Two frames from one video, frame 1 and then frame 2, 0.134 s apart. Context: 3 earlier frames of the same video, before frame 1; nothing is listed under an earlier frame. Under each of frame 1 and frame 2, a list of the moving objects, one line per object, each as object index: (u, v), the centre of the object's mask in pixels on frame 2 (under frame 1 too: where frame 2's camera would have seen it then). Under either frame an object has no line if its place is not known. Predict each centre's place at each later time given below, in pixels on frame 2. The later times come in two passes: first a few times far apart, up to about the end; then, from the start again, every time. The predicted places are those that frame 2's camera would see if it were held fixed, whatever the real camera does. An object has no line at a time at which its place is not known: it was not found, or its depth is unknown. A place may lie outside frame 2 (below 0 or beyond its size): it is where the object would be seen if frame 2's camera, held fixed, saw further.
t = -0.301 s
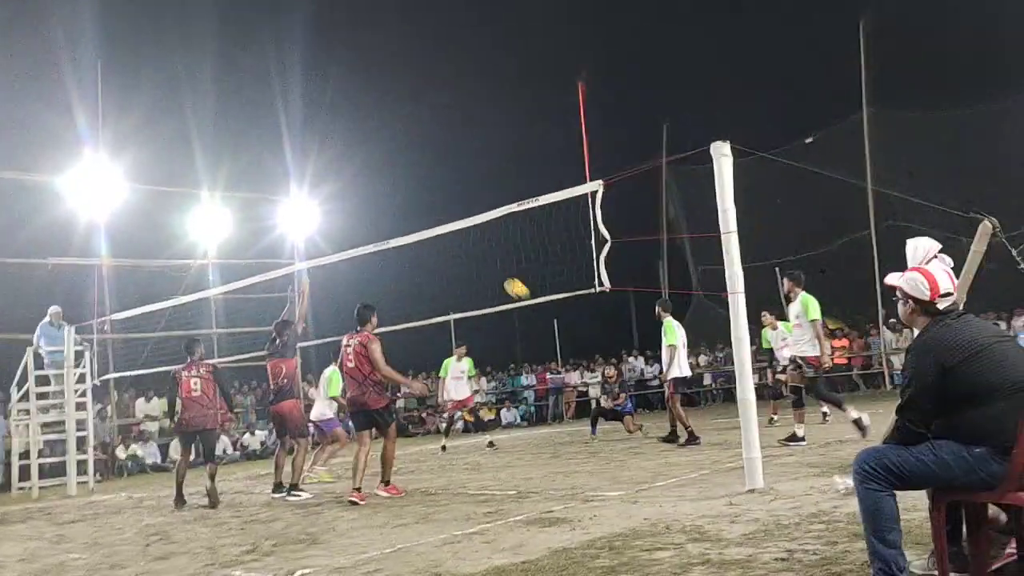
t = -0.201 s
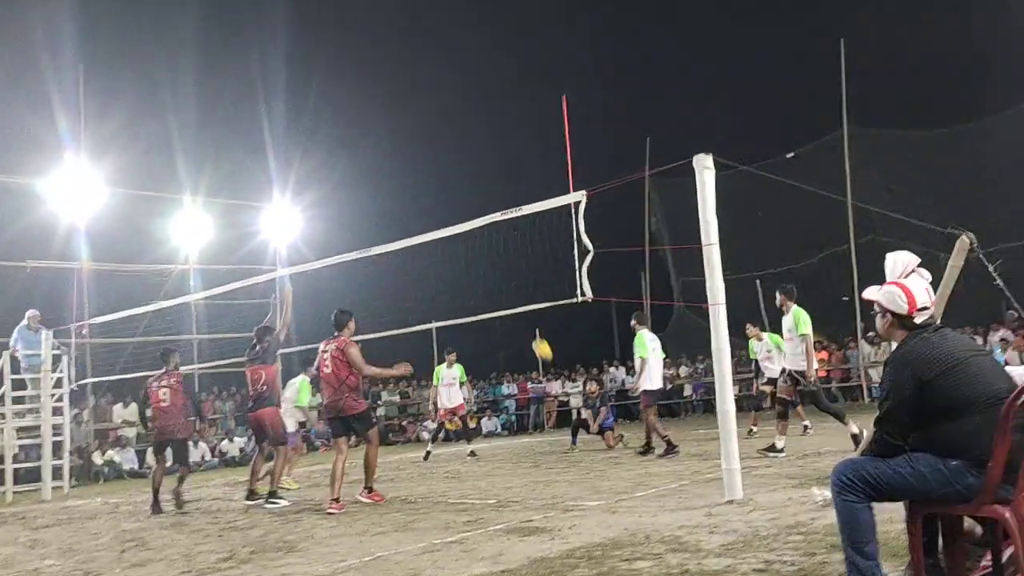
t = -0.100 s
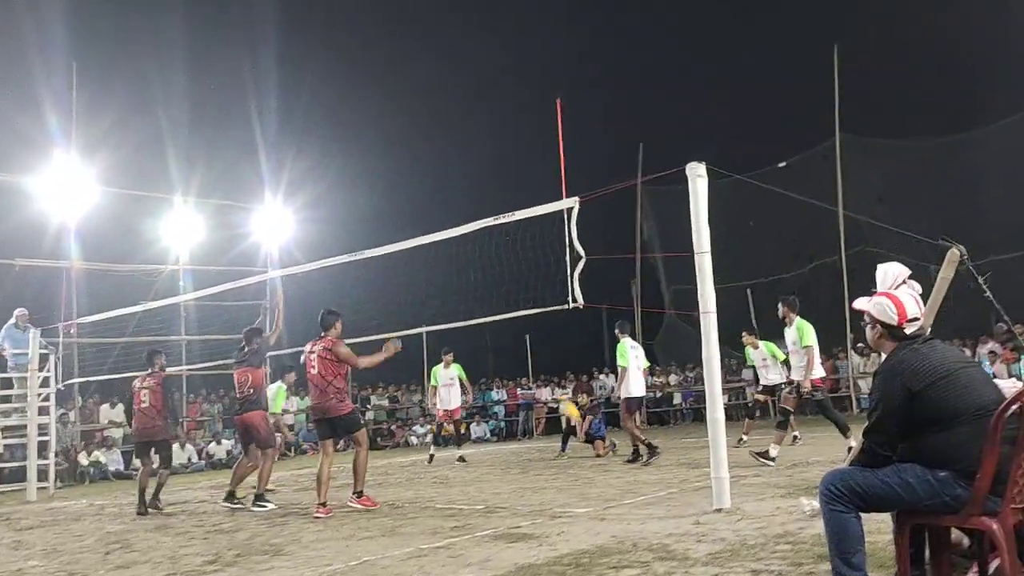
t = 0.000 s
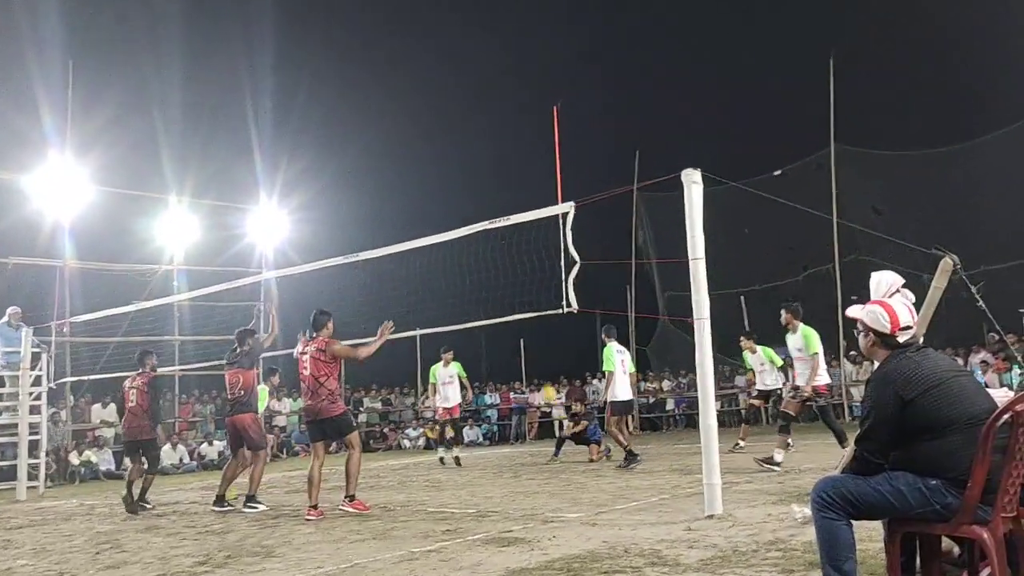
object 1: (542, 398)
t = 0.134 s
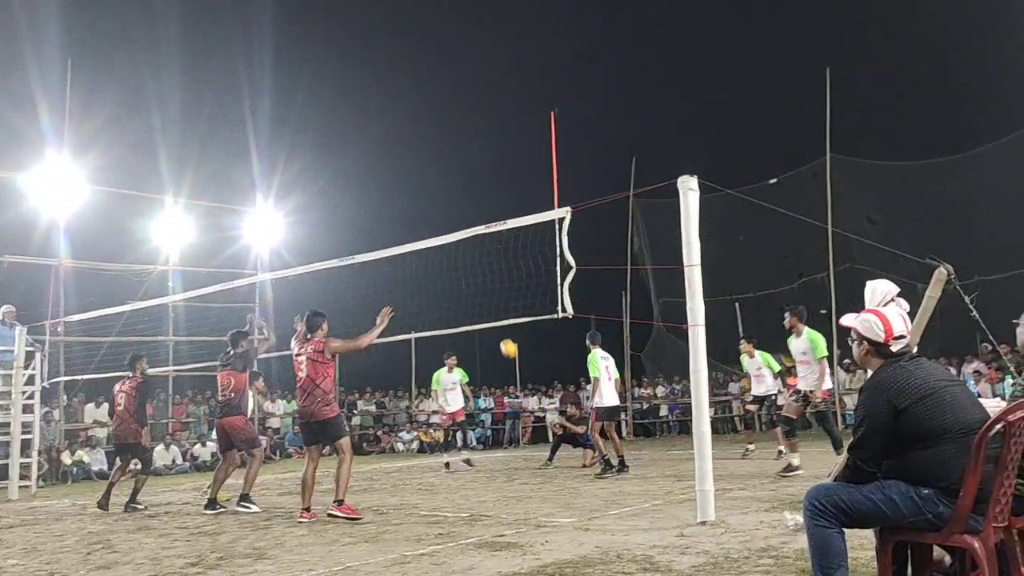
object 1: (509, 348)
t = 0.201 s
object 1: (492, 329)
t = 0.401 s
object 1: (441, 283)
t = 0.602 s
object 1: (389, 264)
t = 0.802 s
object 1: (337, 273)
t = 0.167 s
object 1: (500, 338)
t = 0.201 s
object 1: (492, 329)
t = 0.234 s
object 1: (482, 317)
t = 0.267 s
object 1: (474, 309)
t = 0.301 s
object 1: (466, 302)
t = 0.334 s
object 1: (457, 295)
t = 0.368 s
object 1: (449, 288)
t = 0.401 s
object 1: (441, 283)
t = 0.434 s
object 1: (432, 277)
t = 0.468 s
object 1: (423, 273)
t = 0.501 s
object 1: (415, 270)
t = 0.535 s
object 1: (406, 267)
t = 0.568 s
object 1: (398, 265)
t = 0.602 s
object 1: (389, 264)
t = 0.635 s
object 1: (381, 264)
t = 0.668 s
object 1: (373, 265)
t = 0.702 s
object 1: (364, 266)
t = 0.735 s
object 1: (355, 268)
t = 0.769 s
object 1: (346, 271)
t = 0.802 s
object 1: (337, 273)
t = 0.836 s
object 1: (329, 277)
